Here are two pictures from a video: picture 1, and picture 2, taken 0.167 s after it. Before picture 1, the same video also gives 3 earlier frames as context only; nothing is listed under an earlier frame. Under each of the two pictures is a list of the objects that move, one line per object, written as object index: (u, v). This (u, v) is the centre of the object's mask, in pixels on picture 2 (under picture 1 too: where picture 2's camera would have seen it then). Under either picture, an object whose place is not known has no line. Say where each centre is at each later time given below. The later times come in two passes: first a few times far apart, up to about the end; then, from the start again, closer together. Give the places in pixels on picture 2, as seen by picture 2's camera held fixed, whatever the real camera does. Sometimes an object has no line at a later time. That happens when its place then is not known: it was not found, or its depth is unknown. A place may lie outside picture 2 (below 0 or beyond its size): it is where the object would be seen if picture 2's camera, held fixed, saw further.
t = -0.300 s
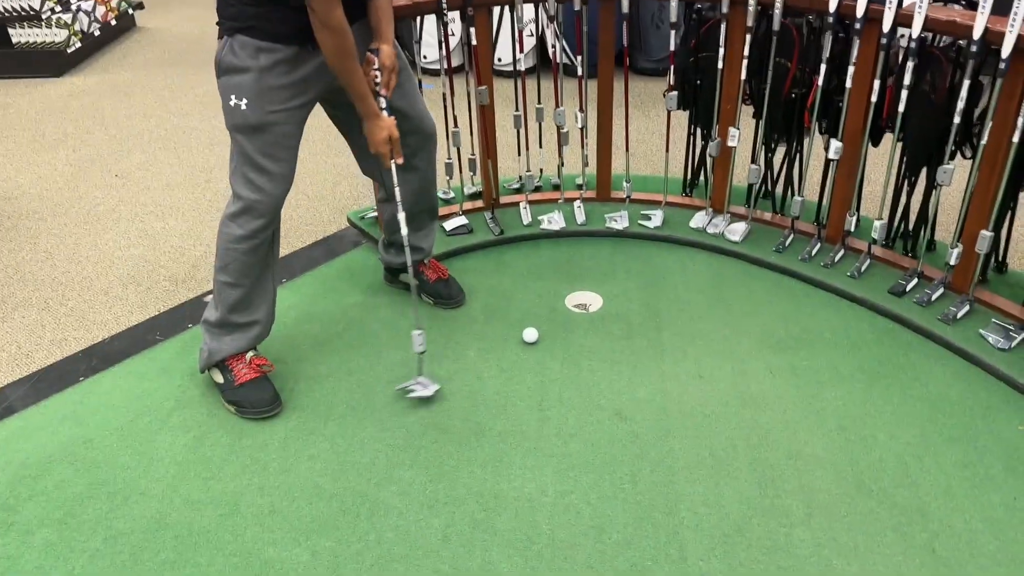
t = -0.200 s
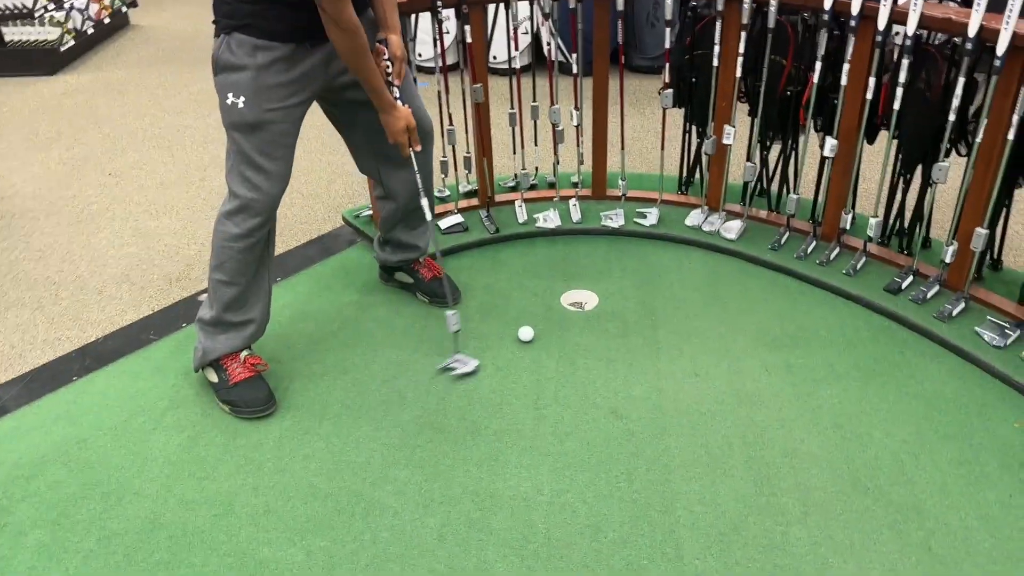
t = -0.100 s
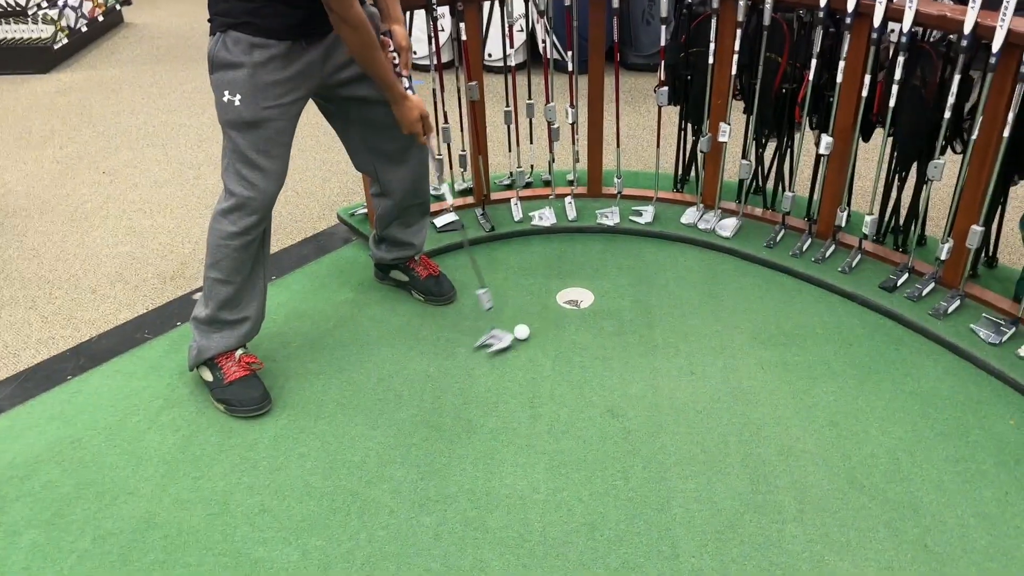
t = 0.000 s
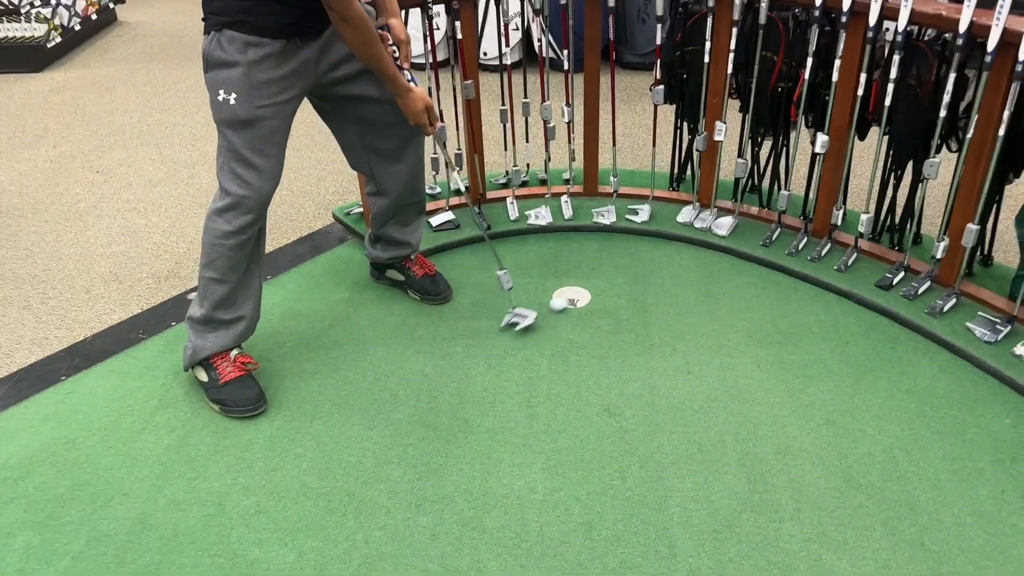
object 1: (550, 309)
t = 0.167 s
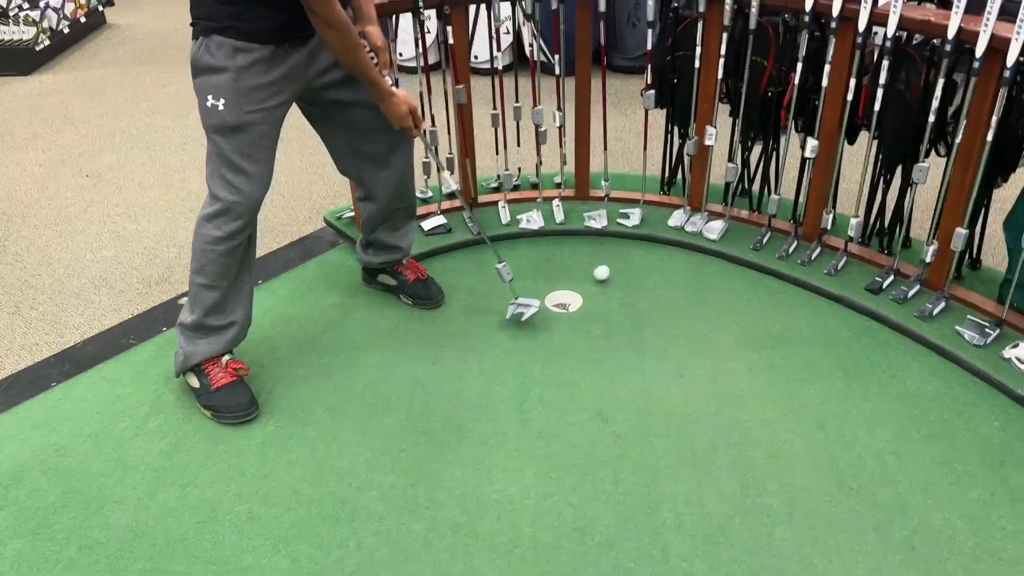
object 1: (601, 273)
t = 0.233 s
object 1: (618, 262)
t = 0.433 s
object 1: (657, 238)
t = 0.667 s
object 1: (672, 268)
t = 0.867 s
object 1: (690, 284)
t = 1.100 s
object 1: (709, 300)
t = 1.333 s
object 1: (726, 315)
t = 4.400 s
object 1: (781, 362)
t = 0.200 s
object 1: (610, 266)
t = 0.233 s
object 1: (618, 262)
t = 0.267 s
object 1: (627, 257)
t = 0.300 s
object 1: (635, 252)
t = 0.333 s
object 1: (643, 247)
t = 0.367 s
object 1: (651, 242)
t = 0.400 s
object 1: (655, 238)
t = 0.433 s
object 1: (657, 238)
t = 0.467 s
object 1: (659, 240)
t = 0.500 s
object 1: (661, 246)
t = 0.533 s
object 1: (662, 256)
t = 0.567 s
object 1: (665, 260)
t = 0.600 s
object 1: (667, 261)
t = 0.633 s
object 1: (670, 264)
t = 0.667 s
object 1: (672, 268)
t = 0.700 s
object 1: (675, 271)
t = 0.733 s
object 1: (678, 273)
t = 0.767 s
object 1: (681, 276)
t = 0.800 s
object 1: (684, 278)
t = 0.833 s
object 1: (687, 281)
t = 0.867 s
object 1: (690, 284)
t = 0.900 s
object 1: (693, 286)
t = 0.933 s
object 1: (695, 289)
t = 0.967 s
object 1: (698, 291)
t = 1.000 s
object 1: (701, 293)
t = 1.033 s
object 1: (703, 296)
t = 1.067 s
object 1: (706, 298)
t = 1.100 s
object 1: (709, 300)
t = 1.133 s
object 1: (711, 302)
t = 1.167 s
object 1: (714, 305)
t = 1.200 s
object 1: (717, 307)
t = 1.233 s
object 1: (719, 309)
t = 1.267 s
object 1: (721, 311)
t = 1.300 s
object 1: (724, 313)
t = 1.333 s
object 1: (726, 315)
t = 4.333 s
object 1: (781, 362)
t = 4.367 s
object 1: (781, 362)
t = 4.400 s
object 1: (781, 362)
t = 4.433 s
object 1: (781, 362)
